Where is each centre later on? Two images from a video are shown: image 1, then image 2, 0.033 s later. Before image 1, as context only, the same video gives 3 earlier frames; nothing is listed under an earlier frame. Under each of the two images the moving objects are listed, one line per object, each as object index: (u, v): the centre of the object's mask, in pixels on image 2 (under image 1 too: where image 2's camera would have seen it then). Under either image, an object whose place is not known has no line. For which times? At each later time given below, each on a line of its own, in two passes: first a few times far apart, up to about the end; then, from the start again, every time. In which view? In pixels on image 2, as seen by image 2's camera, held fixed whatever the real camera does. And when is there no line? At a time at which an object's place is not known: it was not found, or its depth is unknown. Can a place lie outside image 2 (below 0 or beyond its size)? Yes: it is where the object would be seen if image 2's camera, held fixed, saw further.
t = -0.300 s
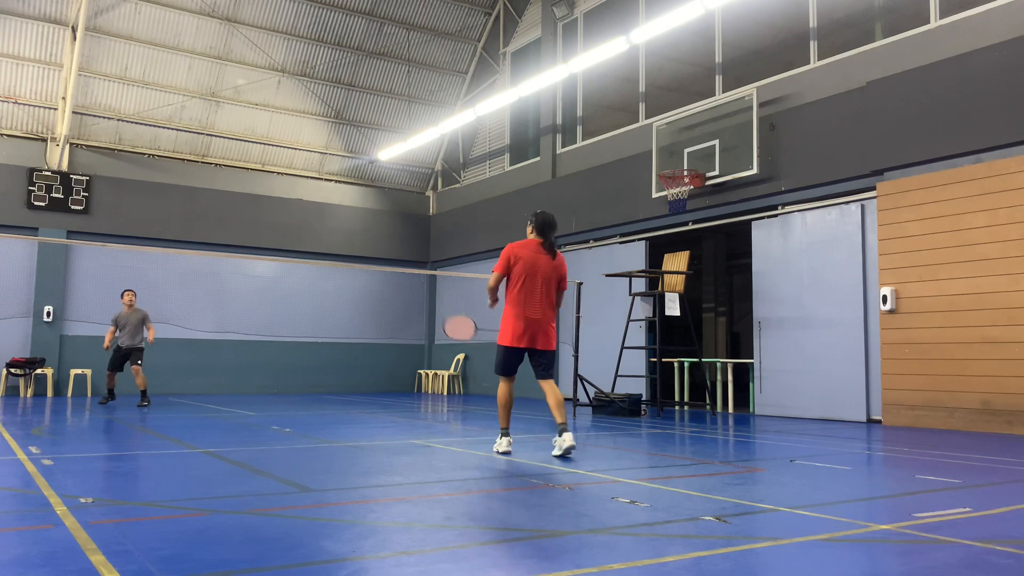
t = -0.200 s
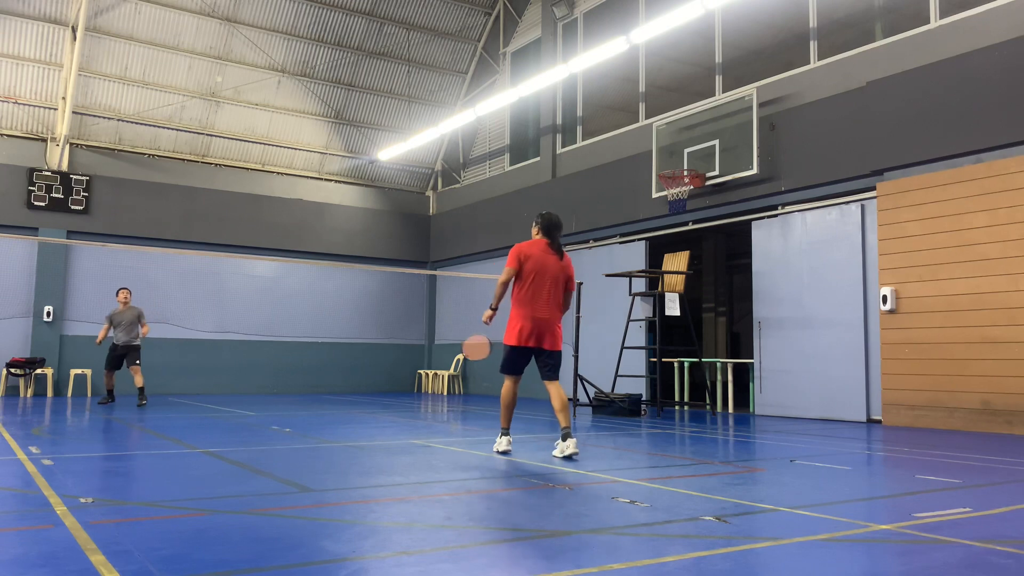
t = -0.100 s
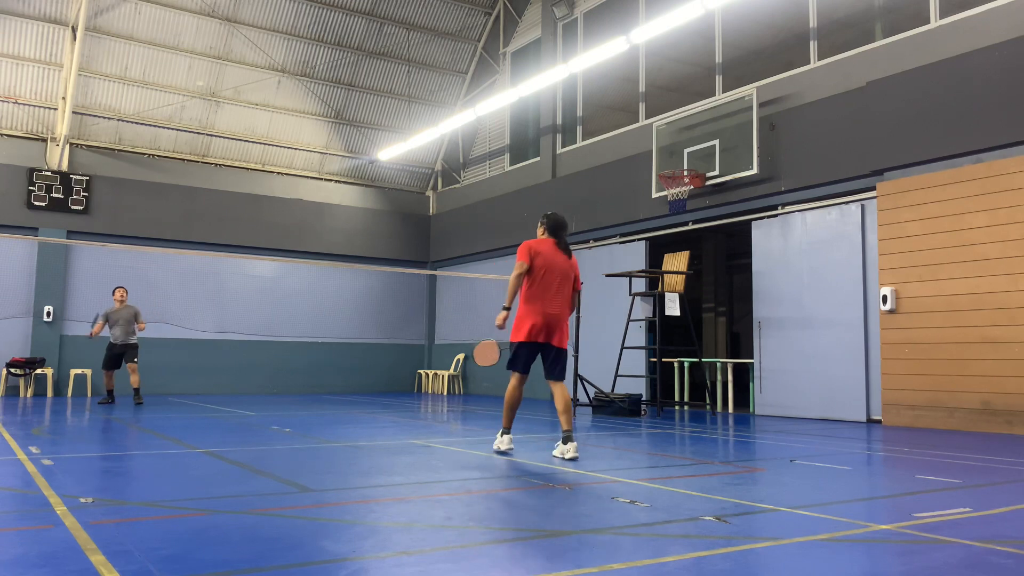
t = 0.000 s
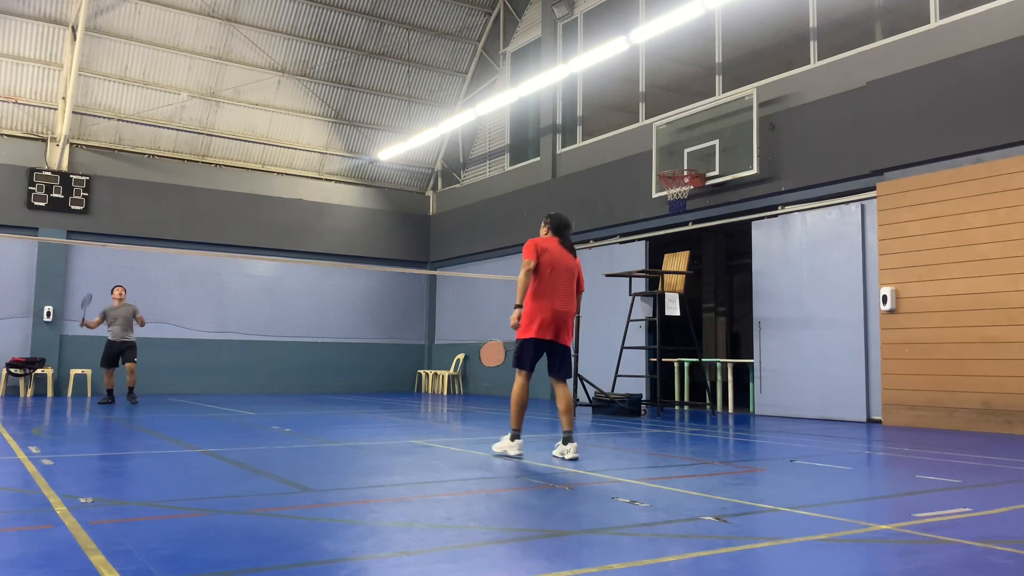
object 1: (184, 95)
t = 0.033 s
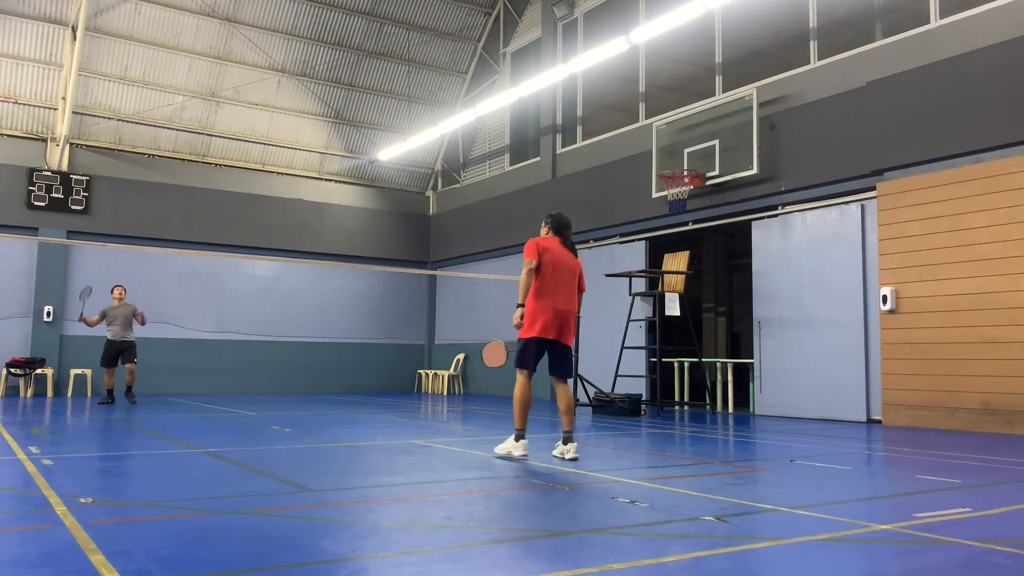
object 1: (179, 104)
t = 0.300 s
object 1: (148, 157)
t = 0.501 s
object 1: (131, 216)
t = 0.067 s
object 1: (175, 105)
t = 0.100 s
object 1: (170, 111)
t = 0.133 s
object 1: (166, 117)
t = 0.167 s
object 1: (162, 125)
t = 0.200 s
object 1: (158, 132)
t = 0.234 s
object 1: (155, 140)
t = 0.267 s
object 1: (152, 148)
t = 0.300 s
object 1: (148, 157)
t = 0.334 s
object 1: (145, 166)
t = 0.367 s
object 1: (142, 175)
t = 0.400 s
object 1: (139, 185)
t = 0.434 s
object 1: (137, 195)
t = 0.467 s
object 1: (134, 205)
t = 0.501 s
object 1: (131, 216)
